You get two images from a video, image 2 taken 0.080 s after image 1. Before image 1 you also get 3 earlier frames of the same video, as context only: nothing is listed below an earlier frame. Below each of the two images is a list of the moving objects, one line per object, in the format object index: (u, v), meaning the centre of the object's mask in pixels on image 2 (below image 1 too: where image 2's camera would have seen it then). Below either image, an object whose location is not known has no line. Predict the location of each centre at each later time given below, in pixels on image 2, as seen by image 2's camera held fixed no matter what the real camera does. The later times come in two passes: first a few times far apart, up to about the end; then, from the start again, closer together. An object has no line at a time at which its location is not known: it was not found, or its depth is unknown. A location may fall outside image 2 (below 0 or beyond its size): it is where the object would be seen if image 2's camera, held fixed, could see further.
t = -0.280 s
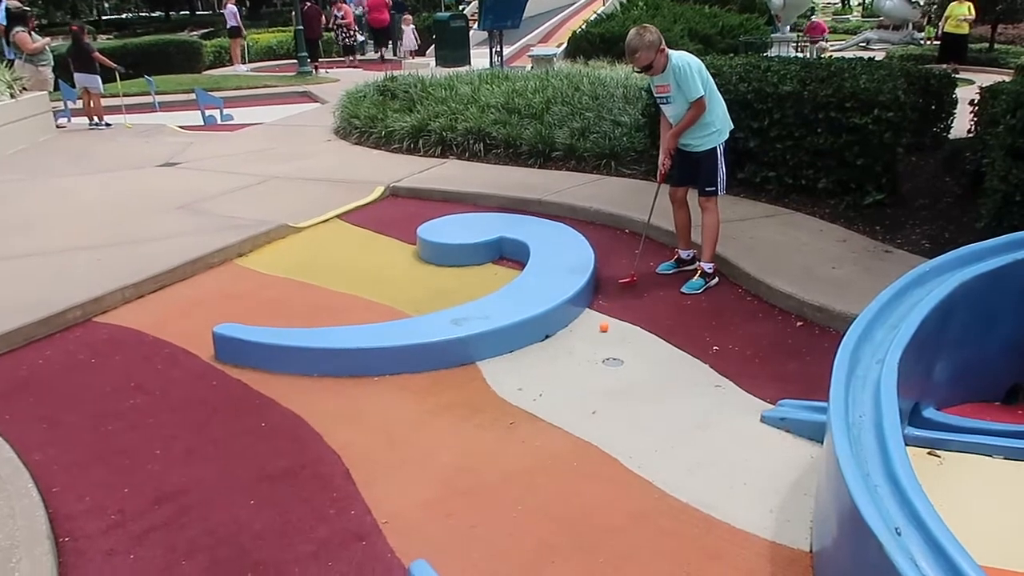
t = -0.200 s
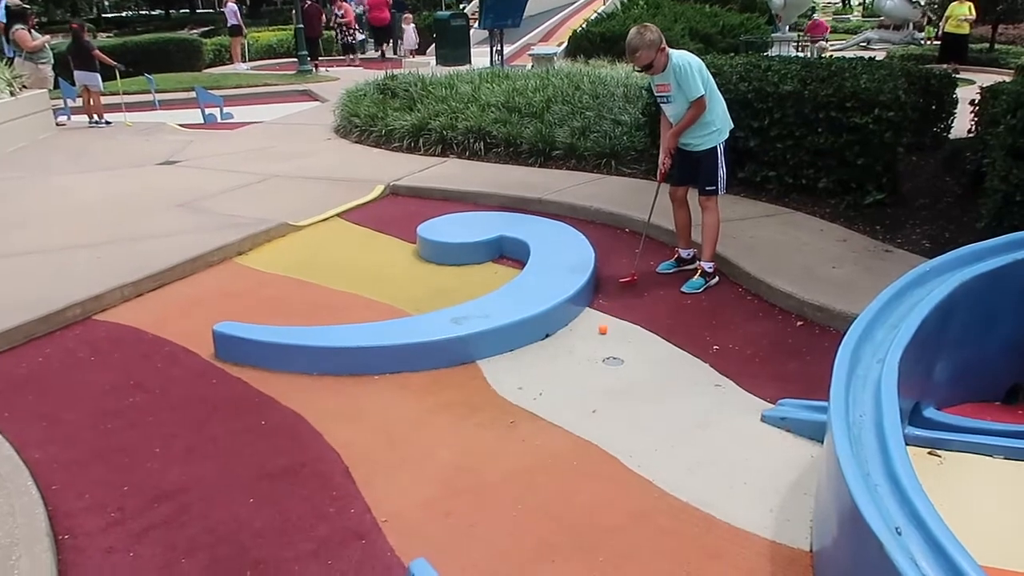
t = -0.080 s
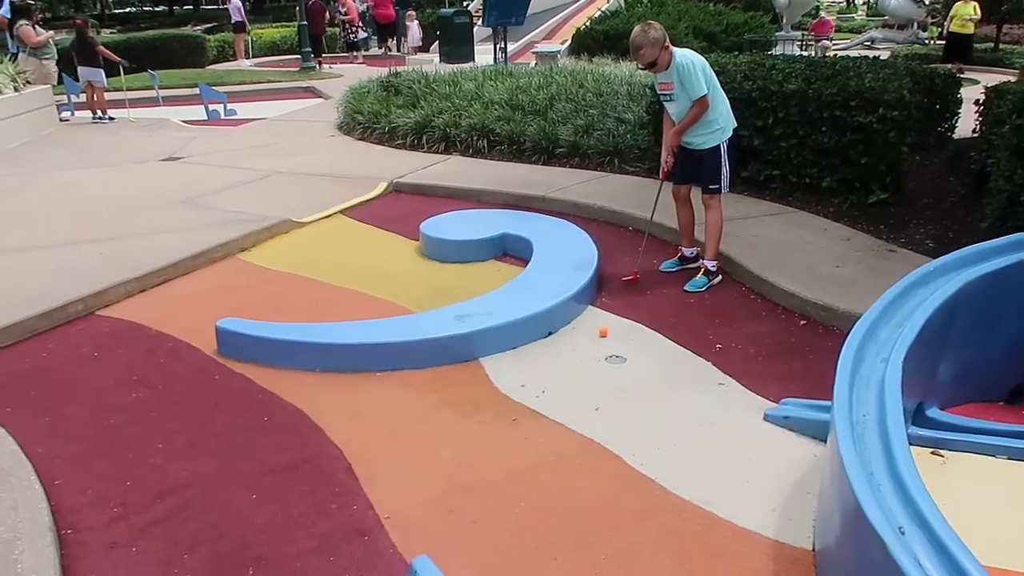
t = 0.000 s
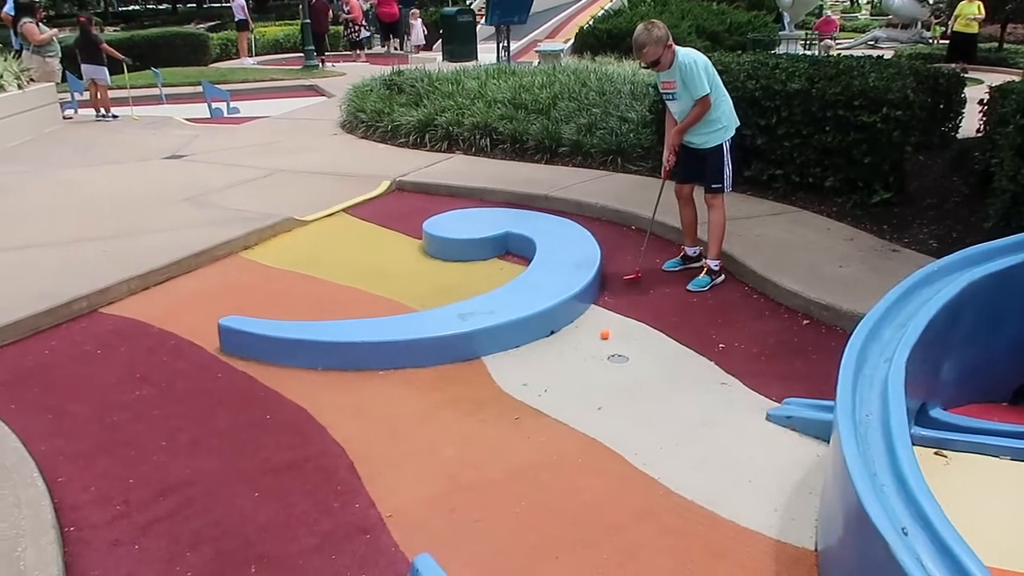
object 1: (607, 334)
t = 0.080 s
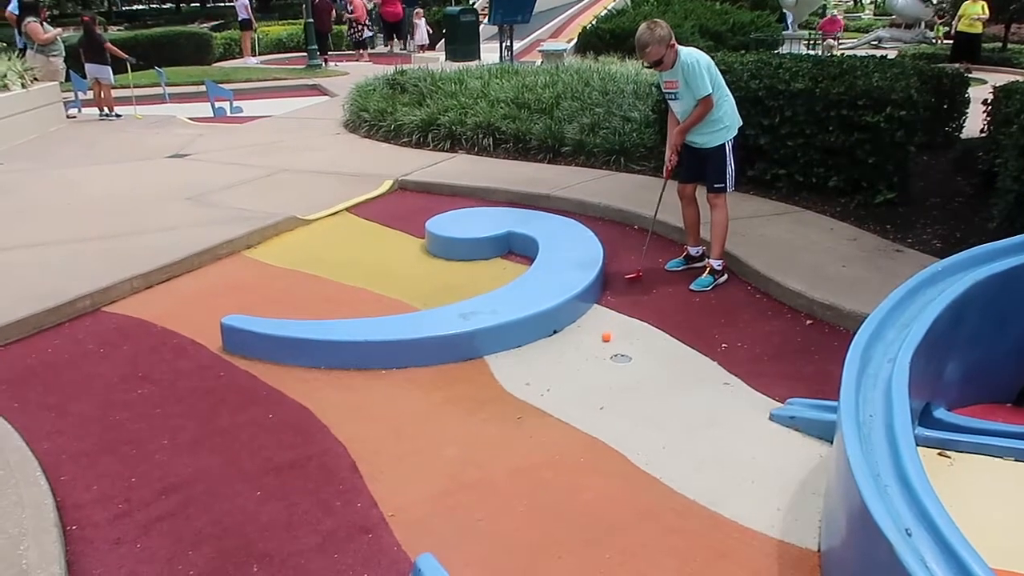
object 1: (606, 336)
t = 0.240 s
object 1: (604, 340)
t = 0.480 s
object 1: (601, 349)
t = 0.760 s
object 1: (597, 353)
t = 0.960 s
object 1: (595, 356)
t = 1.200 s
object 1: (591, 360)
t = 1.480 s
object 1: (588, 362)
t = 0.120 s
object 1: (606, 338)
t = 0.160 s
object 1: (605, 339)
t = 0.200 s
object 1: (605, 340)
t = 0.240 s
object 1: (604, 340)
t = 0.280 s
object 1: (604, 342)
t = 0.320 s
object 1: (603, 343)
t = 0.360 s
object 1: (603, 346)
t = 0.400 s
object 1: (602, 346)
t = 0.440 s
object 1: (602, 348)
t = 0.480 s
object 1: (601, 349)
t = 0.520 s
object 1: (600, 349)
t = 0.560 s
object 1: (599, 350)
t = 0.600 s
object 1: (599, 351)
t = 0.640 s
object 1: (598, 351)
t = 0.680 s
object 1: (598, 352)
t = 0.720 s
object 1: (597, 353)
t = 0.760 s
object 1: (597, 353)
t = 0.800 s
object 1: (596, 354)
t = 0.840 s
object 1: (596, 355)
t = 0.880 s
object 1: (596, 355)
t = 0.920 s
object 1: (595, 356)
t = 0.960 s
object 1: (595, 356)
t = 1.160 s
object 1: (592, 359)
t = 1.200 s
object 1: (591, 360)
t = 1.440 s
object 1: (589, 361)
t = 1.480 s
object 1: (588, 362)
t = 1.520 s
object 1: (588, 362)
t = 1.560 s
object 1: (587, 362)
